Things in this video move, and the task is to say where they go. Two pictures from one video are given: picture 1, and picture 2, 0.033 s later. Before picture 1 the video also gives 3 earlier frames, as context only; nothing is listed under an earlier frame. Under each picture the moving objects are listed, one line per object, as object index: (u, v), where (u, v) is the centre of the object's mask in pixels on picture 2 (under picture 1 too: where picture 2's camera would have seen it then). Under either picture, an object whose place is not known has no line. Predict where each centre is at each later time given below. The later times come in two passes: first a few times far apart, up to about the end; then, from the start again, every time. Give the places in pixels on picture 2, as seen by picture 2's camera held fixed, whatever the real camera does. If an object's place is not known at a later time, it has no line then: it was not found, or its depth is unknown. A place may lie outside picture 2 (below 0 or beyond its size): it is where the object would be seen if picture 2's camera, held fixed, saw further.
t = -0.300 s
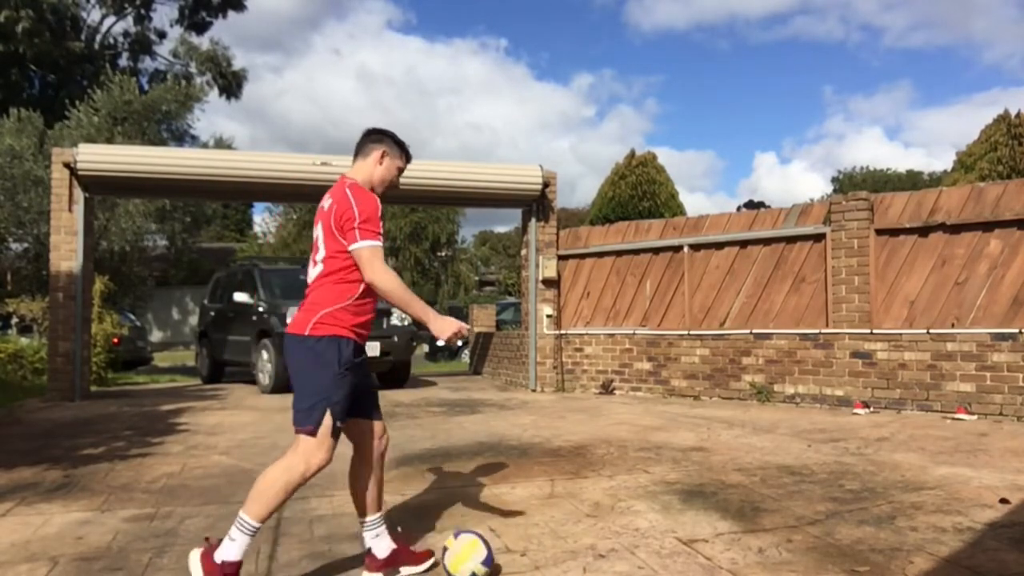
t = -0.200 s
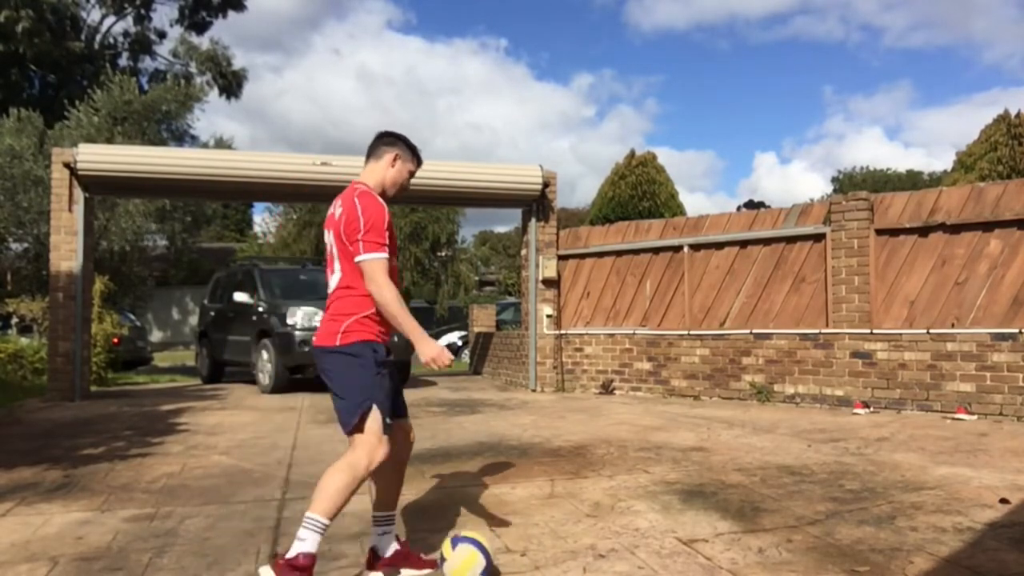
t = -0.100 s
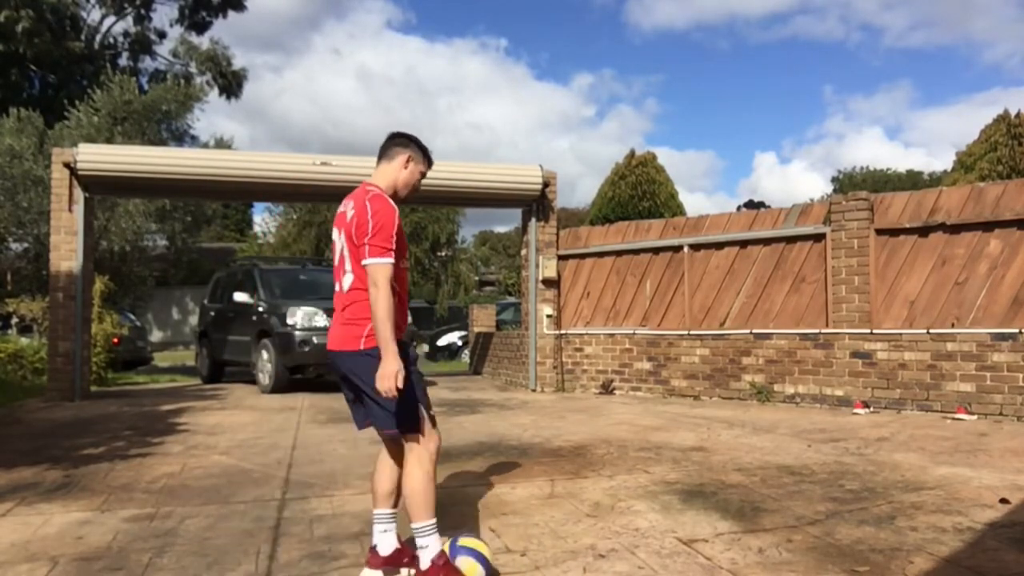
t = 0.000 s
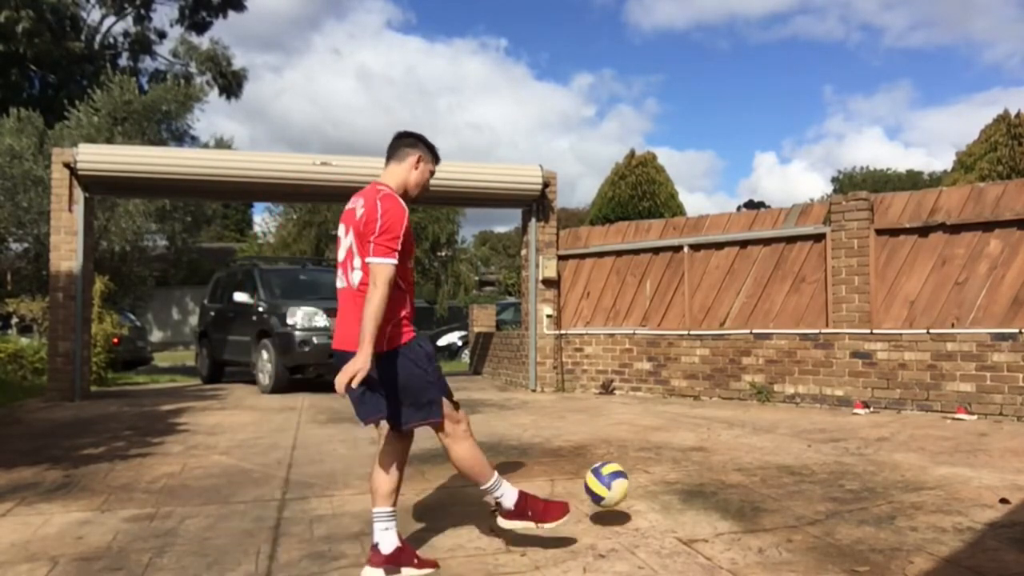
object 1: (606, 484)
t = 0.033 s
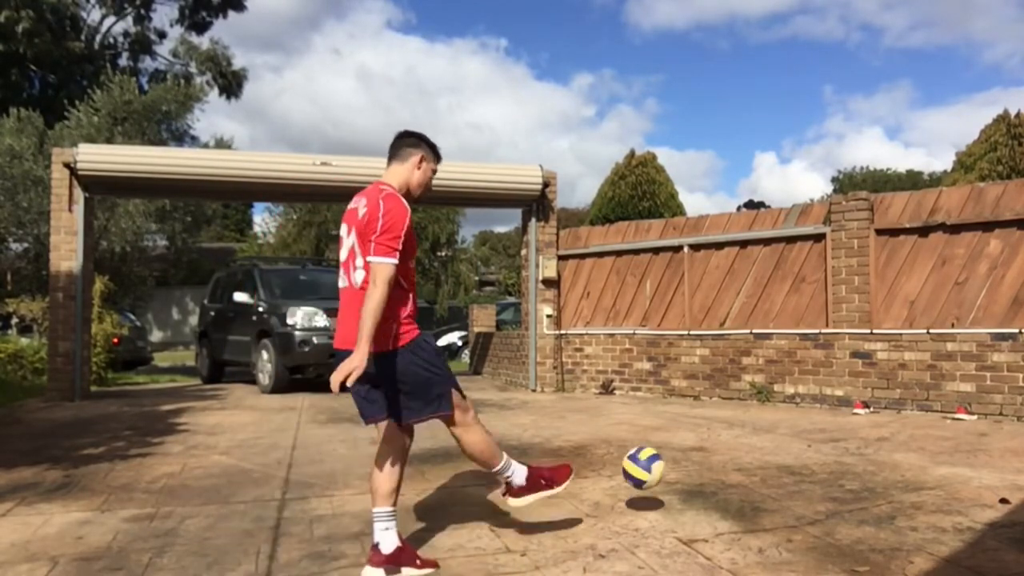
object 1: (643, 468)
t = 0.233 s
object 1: (790, 433)
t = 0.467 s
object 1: (870, 402)
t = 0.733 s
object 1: (881, 380)
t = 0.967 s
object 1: (835, 383)
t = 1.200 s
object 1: (792, 413)
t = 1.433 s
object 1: (768, 416)
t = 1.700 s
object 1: (734, 427)
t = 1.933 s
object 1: (702, 438)
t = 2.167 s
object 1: (666, 449)
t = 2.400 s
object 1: (626, 456)
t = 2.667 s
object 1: (579, 465)
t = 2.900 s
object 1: (534, 472)
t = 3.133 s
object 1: (488, 483)
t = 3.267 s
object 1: (459, 489)
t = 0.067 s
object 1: (675, 455)
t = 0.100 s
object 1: (703, 446)
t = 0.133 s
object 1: (728, 439)
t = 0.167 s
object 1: (751, 435)
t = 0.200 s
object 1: (772, 433)
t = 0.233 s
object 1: (790, 433)
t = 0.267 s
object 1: (807, 435)
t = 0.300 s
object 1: (820, 431)
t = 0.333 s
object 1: (831, 421)
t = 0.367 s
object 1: (841, 413)
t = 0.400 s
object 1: (851, 409)
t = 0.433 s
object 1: (860, 405)
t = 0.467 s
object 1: (870, 402)
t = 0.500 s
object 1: (877, 401)
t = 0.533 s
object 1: (884, 403)
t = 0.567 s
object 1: (892, 405)
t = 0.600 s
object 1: (898, 403)
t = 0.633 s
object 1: (900, 396)
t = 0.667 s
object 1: (894, 389)
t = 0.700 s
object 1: (887, 384)
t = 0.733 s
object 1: (881, 380)
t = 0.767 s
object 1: (874, 376)
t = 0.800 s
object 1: (868, 374)
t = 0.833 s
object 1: (861, 374)
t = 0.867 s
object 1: (855, 374)
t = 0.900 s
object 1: (848, 375)
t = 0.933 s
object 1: (841, 380)
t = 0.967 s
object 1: (835, 383)
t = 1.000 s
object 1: (828, 389)
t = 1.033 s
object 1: (821, 396)
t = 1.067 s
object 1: (813, 405)
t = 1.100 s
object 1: (807, 415)
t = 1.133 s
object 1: (799, 425)
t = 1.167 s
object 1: (795, 419)
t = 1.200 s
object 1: (792, 413)
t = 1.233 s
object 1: (789, 409)
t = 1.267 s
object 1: (786, 407)
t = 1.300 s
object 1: (782, 406)
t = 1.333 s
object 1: (779, 406)
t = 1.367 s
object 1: (775, 407)
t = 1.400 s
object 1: (771, 411)
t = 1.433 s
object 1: (768, 416)
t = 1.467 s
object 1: (764, 422)
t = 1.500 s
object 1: (761, 430)
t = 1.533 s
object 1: (756, 431)
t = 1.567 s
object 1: (752, 427)
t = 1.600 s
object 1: (748, 425)
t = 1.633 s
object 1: (743, 424)
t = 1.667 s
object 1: (739, 424)
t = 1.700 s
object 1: (734, 427)
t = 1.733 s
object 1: (730, 430)
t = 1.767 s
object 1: (725, 436)
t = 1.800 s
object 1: (720, 439)
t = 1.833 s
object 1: (715, 437)
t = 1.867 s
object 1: (711, 437)
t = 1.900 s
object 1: (707, 436)
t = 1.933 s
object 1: (702, 438)
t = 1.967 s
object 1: (697, 441)
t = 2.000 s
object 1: (692, 446)
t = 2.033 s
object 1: (687, 445)
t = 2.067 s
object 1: (681, 443)
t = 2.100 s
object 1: (676, 443)
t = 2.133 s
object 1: (671, 445)
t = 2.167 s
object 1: (666, 449)
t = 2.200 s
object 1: (661, 450)
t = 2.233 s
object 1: (655, 449)
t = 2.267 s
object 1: (649, 450)
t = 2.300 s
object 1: (644, 453)
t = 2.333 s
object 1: (639, 454)
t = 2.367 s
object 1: (633, 454)
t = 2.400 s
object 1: (626, 456)
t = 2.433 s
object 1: (621, 458)
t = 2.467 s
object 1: (615, 458)
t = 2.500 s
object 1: (609, 459)
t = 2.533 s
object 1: (603, 460)
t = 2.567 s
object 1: (597, 461)
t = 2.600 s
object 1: (591, 463)
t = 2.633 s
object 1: (586, 463)
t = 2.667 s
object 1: (579, 465)
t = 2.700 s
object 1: (573, 466)
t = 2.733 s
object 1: (567, 467)
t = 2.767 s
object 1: (560, 468)
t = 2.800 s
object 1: (554, 469)
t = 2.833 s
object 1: (548, 471)
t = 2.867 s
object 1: (541, 473)
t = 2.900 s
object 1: (534, 472)
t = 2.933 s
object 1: (528, 474)
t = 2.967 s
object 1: (521, 475)
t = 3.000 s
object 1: (514, 476)
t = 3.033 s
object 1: (508, 478)
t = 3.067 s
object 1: (502, 479)
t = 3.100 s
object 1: (495, 481)
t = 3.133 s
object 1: (488, 483)
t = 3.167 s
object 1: (481, 484)
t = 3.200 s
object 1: (474, 485)
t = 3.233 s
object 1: (466, 487)
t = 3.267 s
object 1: (459, 489)
